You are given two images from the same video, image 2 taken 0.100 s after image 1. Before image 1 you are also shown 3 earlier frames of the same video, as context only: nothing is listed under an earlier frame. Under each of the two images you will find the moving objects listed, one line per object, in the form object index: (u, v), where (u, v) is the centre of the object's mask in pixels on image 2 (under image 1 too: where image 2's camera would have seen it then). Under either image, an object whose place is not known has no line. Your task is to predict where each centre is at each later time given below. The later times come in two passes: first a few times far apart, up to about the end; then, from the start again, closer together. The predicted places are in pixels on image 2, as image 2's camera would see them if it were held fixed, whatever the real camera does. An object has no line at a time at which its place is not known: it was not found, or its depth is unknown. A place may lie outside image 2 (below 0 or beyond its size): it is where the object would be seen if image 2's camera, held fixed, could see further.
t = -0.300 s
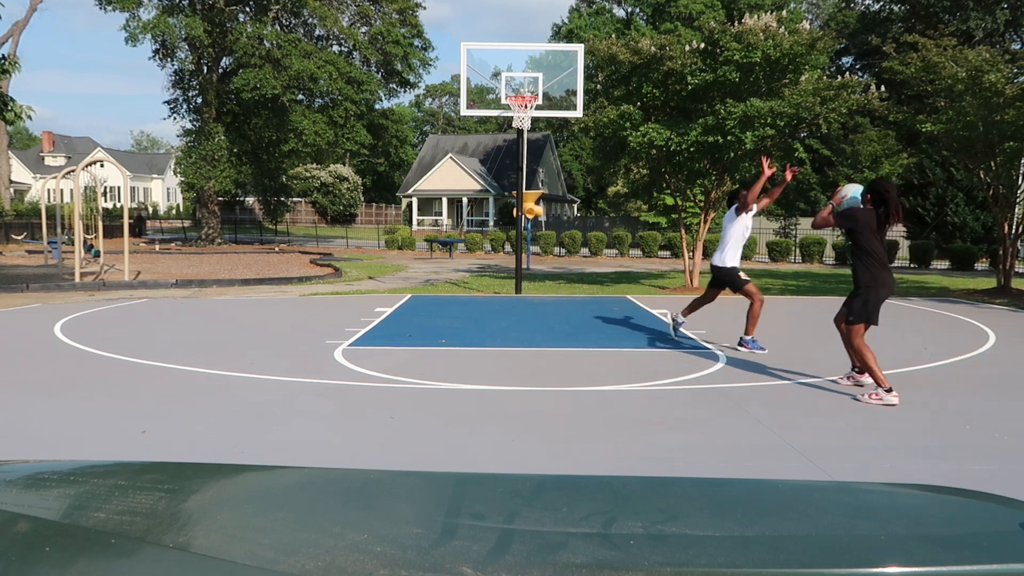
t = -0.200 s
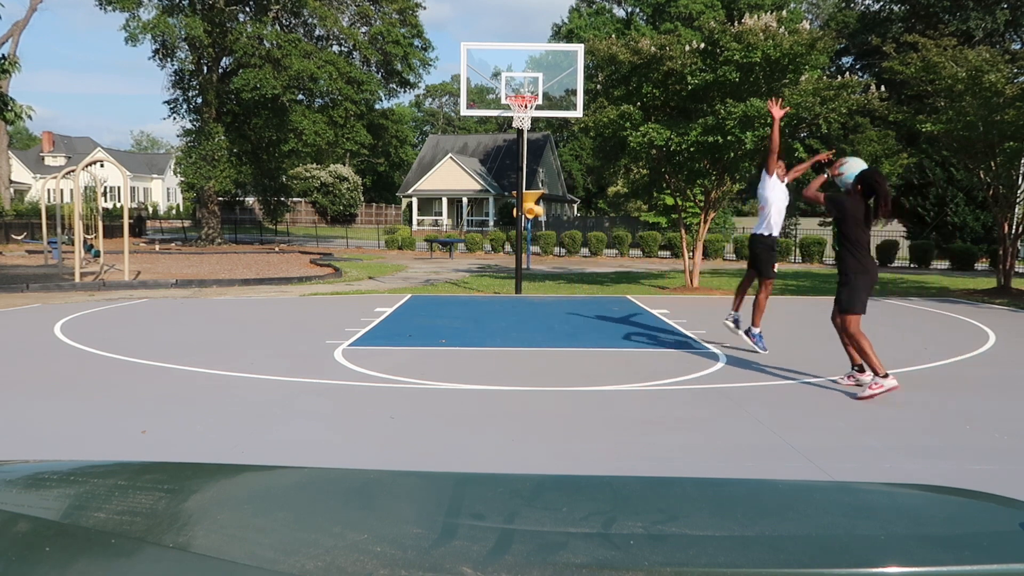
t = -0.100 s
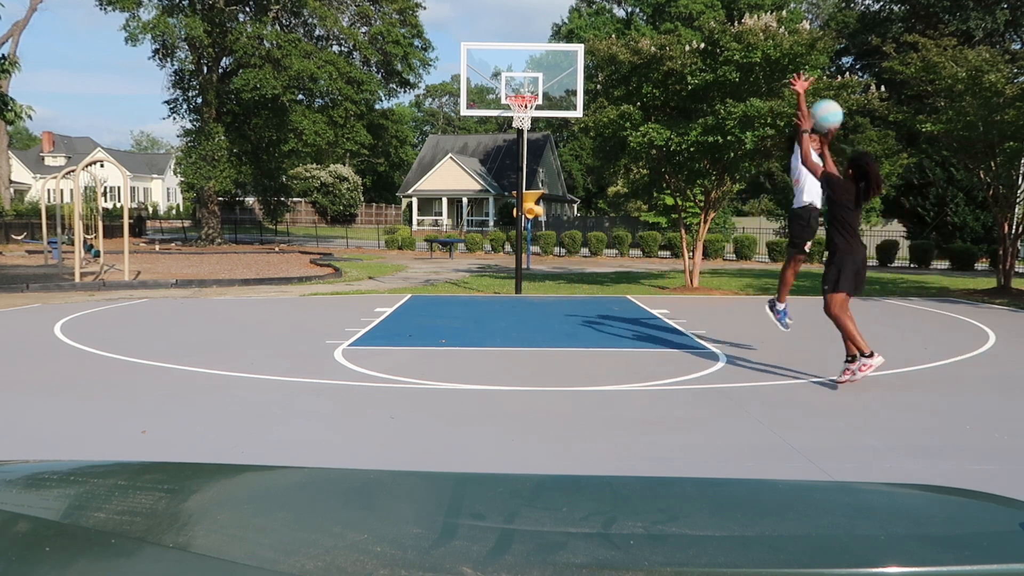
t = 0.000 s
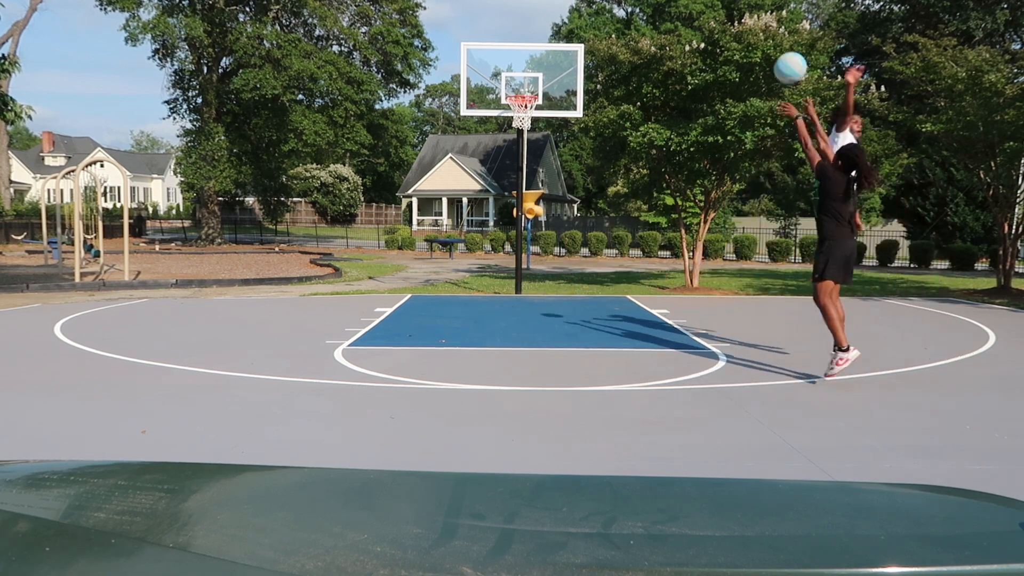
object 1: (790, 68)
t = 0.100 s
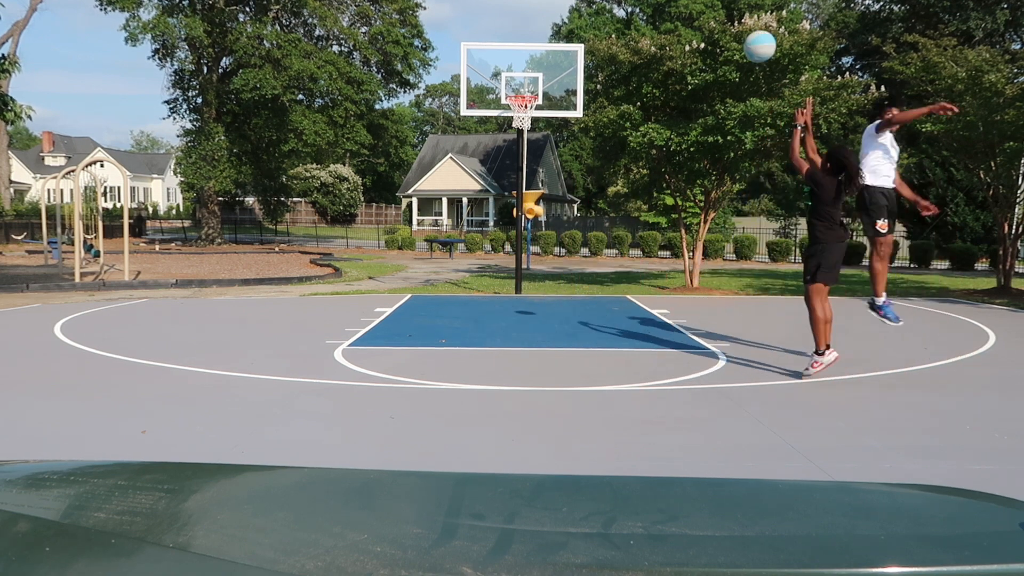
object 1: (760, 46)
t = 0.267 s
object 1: (708, 38)
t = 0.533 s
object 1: (626, 96)
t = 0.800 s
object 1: (546, 239)
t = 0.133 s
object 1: (749, 42)
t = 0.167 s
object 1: (739, 39)
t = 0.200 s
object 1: (729, 37)
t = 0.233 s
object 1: (719, 37)
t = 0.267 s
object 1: (708, 38)
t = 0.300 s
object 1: (698, 41)
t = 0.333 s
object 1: (688, 44)
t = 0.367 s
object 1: (677, 50)
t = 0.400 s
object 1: (667, 57)
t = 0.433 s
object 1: (657, 65)
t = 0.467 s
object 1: (647, 74)
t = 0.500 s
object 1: (636, 85)
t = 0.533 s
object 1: (626, 96)
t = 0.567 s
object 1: (616, 110)
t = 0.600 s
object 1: (606, 124)
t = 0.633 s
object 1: (596, 140)
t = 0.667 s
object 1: (586, 157)
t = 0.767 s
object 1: (557, 217)
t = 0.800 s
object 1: (546, 239)
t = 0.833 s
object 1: (537, 263)
